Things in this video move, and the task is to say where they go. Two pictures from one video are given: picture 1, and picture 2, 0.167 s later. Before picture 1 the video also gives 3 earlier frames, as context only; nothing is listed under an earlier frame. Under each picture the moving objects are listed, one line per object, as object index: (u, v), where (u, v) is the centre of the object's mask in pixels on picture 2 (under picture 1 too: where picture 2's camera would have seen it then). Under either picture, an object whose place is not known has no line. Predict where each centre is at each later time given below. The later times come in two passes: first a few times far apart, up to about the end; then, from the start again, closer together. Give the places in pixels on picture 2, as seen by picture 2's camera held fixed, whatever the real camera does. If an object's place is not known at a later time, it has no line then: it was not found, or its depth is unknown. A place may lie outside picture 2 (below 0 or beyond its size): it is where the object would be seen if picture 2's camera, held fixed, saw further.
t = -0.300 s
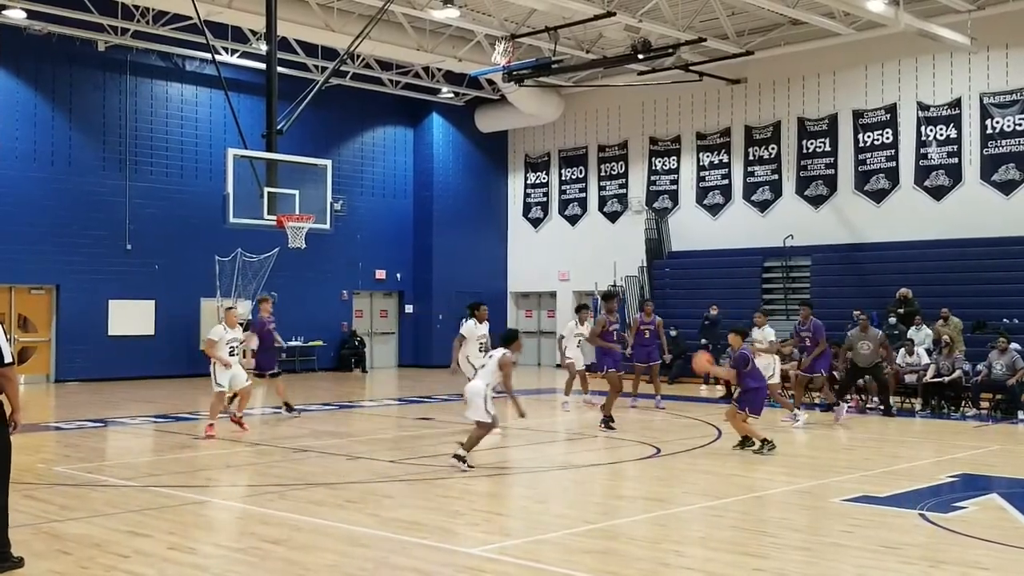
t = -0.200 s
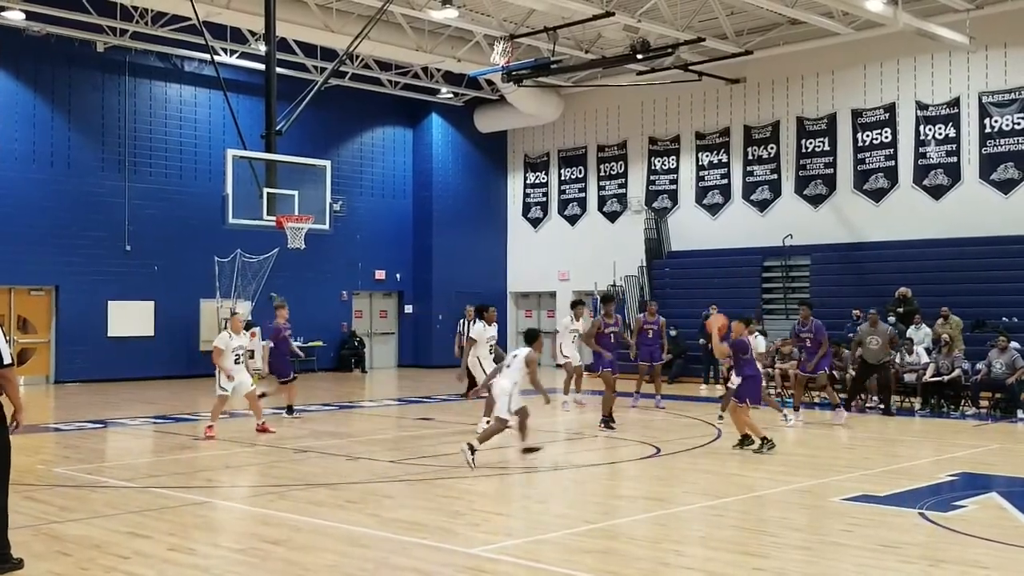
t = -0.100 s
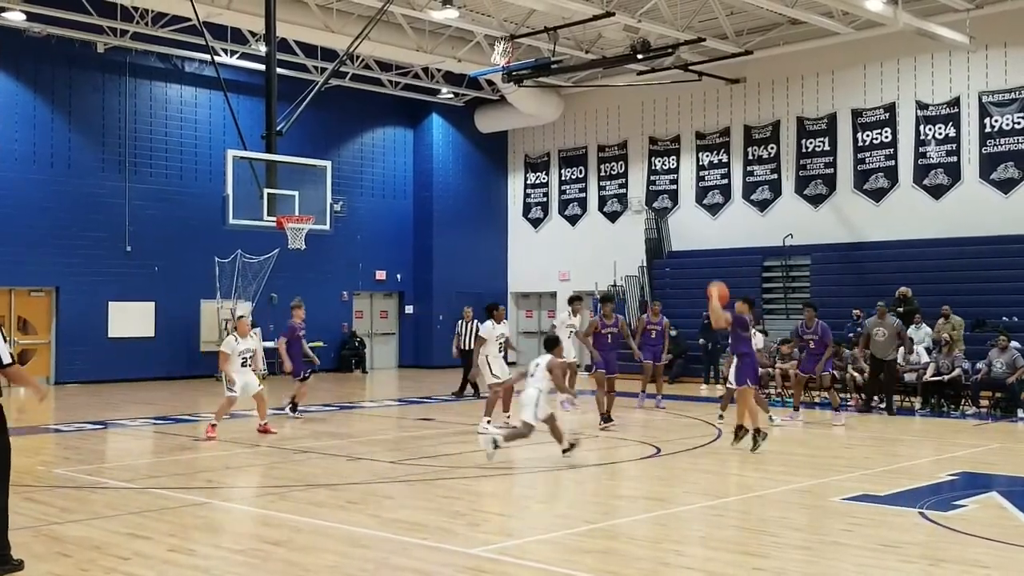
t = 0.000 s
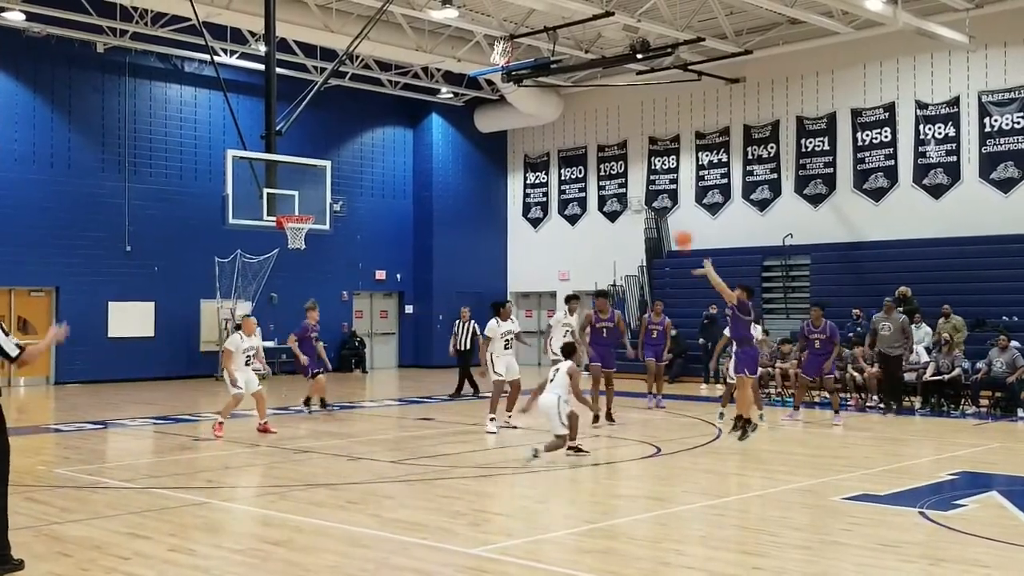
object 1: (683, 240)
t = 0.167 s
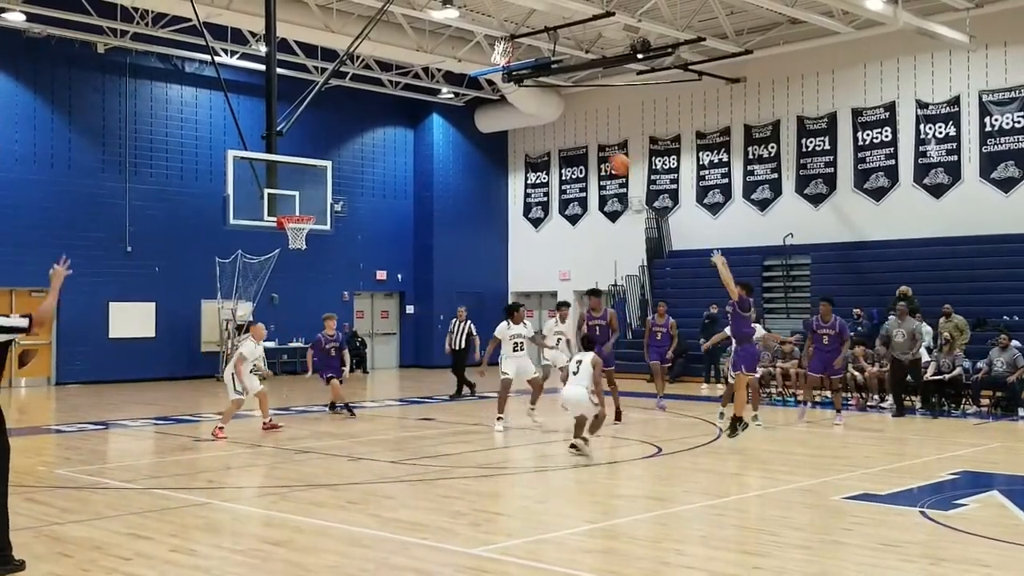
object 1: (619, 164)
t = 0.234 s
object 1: (597, 141)
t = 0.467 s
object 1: (514, 93)
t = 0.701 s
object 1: (442, 86)
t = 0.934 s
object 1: (375, 116)
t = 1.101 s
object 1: (331, 158)
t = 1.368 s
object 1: (315, 228)
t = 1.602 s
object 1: (297, 240)
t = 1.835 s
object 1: (271, 287)
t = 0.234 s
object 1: (597, 141)
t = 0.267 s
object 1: (585, 131)
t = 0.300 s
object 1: (572, 122)
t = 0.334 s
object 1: (560, 115)
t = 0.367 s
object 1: (548, 109)
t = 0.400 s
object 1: (536, 101)
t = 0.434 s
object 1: (525, 97)
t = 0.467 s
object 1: (514, 93)
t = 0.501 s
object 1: (503, 88)
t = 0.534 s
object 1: (492, 87)
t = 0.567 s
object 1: (483, 85)
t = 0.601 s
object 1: (472, 83)
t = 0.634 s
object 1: (463, 83)
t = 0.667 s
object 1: (453, 84)
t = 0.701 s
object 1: (442, 86)
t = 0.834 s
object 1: (402, 99)
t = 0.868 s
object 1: (393, 104)
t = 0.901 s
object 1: (384, 110)
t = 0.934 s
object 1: (375, 116)
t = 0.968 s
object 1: (366, 123)
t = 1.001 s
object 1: (357, 131)
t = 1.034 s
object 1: (348, 140)
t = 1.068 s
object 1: (339, 149)
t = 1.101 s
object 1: (331, 158)
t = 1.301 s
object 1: (301, 225)
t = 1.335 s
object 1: (310, 229)
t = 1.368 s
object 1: (315, 228)
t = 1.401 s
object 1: (315, 227)
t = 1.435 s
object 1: (314, 227)
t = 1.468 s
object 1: (311, 229)
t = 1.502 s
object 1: (308, 233)
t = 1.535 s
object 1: (305, 235)
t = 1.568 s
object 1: (301, 238)
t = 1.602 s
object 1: (297, 240)
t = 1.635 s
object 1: (292, 248)
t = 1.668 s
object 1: (290, 251)
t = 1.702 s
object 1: (286, 256)
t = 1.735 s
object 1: (282, 263)
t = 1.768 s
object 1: (278, 270)
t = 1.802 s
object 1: (275, 278)
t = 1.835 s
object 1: (271, 287)
